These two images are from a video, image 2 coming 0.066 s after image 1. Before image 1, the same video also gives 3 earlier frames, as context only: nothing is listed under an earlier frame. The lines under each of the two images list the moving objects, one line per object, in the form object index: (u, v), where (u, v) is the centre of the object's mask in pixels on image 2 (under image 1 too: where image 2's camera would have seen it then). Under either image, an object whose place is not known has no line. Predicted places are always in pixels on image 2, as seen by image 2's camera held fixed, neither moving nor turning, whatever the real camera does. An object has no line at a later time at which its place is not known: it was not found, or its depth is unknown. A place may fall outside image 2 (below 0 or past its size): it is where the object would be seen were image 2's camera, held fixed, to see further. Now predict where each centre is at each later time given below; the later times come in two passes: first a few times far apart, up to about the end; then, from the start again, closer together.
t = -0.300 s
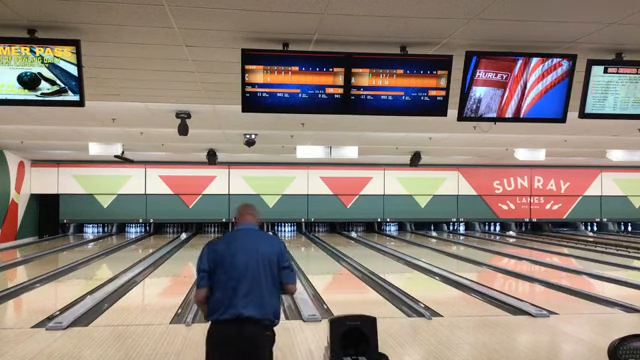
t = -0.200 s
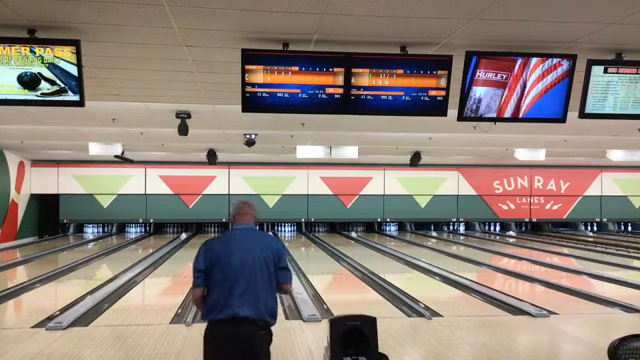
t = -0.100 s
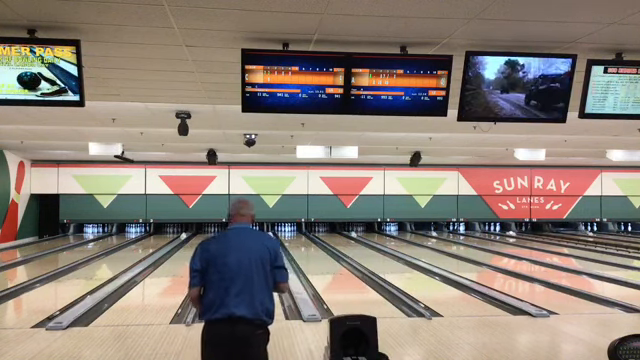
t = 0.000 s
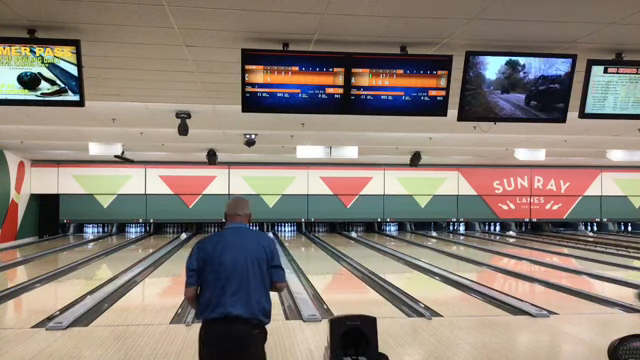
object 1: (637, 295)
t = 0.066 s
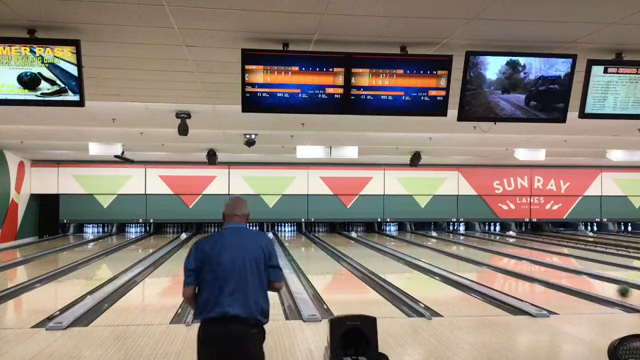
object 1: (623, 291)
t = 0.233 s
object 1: (582, 281)
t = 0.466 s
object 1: (537, 271)
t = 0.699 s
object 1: (502, 263)
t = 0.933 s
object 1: (477, 257)
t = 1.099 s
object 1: (462, 253)
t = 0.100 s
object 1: (614, 289)
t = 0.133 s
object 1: (606, 287)
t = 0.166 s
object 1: (598, 285)
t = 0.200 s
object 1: (589, 283)
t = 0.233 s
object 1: (582, 281)
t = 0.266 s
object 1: (575, 280)
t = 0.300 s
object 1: (568, 278)
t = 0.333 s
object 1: (562, 277)
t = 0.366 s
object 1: (555, 275)
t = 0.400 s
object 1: (549, 273)
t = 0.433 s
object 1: (543, 272)
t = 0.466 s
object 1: (537, 271)
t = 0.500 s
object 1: (532, 269)
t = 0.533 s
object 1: (527, 267)
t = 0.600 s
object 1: (516, 266)
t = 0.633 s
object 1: (511, 265)
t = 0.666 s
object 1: (507, 264)
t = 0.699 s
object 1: (502, 263)
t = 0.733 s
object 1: (498, 262)
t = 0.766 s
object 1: (493, 261)
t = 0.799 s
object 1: (489, 261)
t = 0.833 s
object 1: (485, 259)
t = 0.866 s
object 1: (482, 259)
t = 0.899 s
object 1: (479, 258)
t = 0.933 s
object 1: (477, 257)
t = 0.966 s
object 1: (474, 256)
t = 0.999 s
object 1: (471, 255)
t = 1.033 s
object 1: (468, 255)
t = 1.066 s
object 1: (464, 254)
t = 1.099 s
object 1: (462, 253)
